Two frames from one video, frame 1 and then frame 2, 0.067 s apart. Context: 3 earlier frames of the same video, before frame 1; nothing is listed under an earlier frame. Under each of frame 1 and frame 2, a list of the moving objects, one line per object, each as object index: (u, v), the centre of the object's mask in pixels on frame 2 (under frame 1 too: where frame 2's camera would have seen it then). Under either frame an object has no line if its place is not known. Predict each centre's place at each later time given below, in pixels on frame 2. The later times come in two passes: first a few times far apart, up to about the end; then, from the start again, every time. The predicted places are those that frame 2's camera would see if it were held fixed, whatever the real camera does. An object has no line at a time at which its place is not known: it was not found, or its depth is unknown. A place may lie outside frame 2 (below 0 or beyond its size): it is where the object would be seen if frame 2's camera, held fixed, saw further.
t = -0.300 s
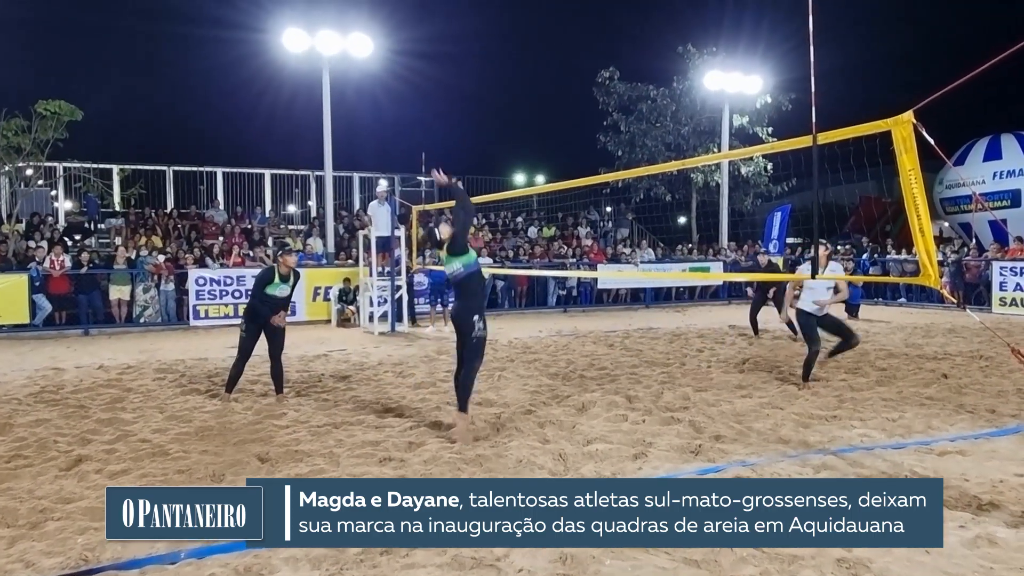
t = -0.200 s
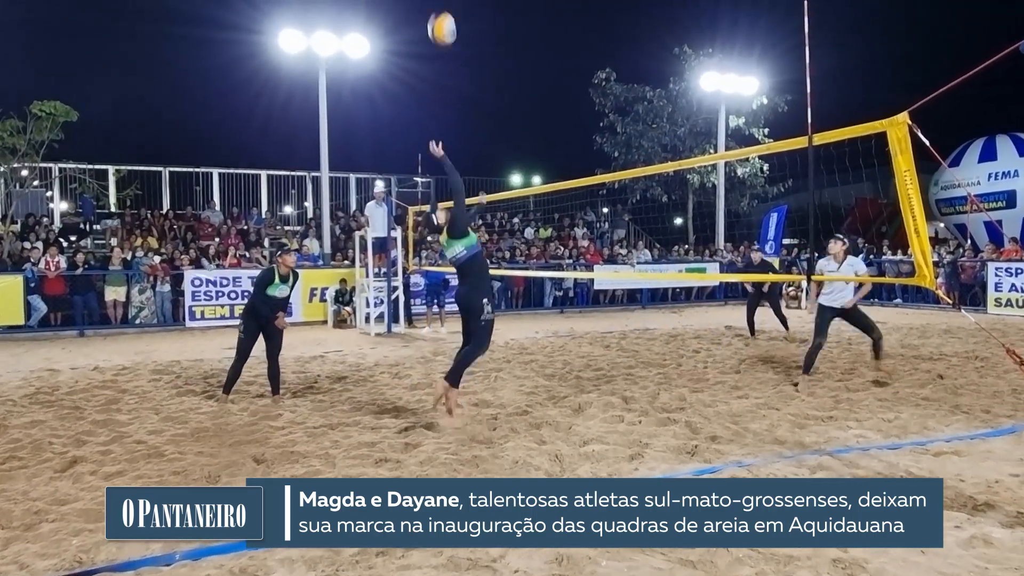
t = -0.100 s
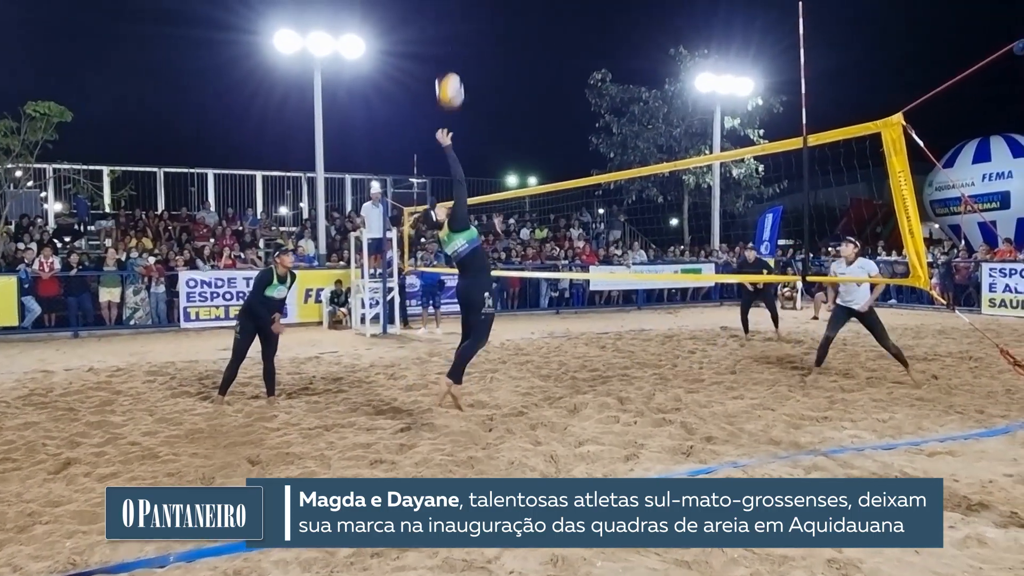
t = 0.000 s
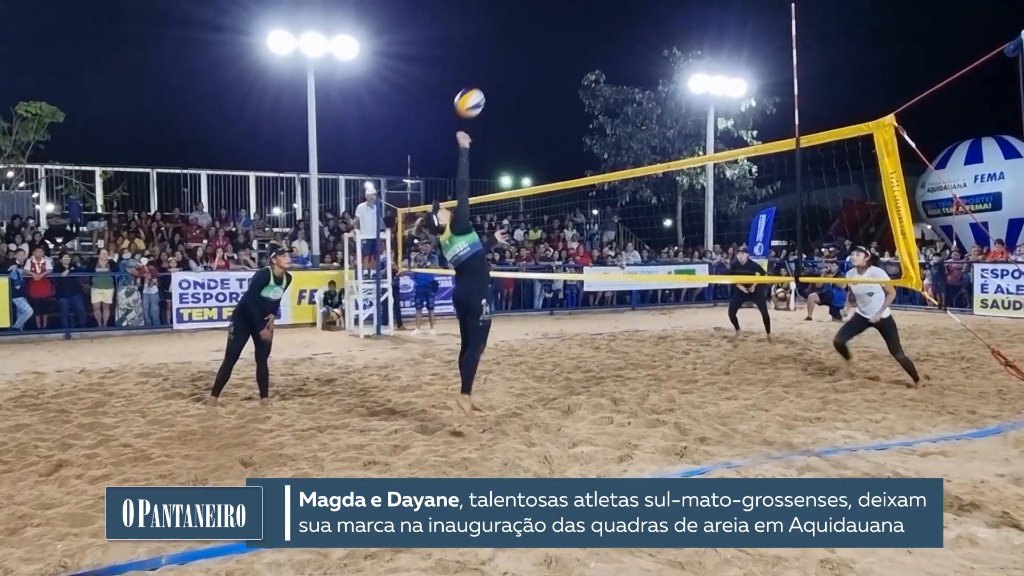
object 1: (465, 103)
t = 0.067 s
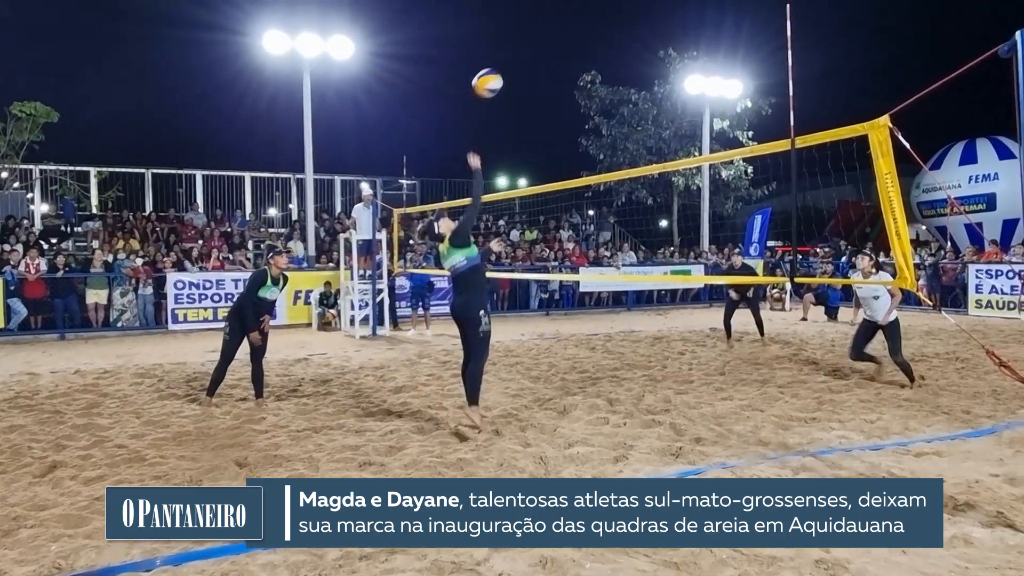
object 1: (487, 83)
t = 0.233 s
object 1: (541, 59)
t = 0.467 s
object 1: (611, 84)
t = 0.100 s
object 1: (498, 75)
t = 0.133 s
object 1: (509, 69)
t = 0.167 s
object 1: (520, 64)
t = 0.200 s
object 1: (530, 61)
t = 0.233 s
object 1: (541, 59)
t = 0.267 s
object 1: (552, 59)
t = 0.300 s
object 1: (562, 60)
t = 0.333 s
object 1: (572, 62)
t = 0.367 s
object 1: (582, 66)
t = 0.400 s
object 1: (592, 71)
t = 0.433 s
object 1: (601, 77)
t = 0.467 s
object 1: (611, 84)
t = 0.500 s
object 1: (620, 93)
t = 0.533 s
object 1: (629, 102)
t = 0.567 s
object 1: (639, 114)
